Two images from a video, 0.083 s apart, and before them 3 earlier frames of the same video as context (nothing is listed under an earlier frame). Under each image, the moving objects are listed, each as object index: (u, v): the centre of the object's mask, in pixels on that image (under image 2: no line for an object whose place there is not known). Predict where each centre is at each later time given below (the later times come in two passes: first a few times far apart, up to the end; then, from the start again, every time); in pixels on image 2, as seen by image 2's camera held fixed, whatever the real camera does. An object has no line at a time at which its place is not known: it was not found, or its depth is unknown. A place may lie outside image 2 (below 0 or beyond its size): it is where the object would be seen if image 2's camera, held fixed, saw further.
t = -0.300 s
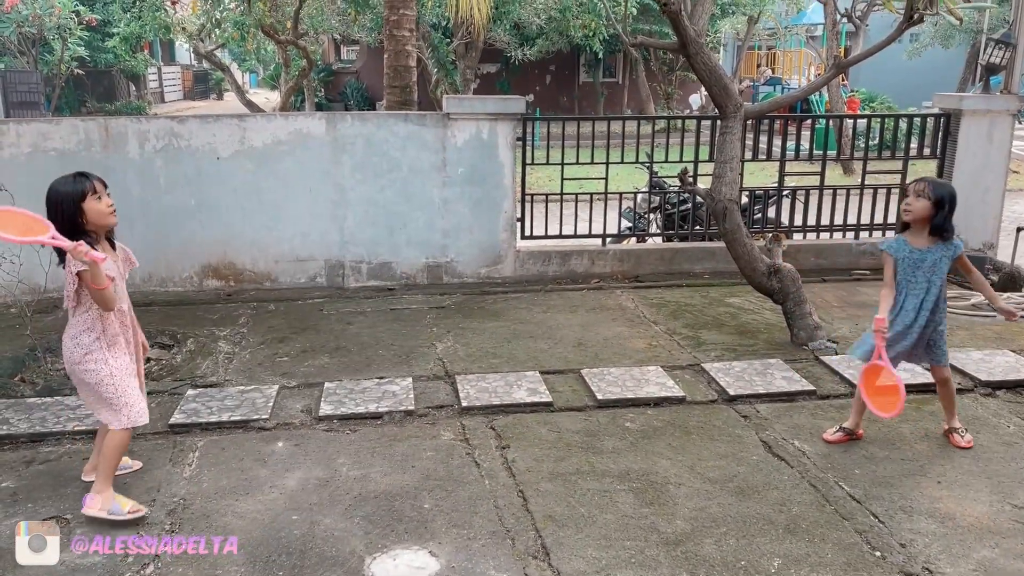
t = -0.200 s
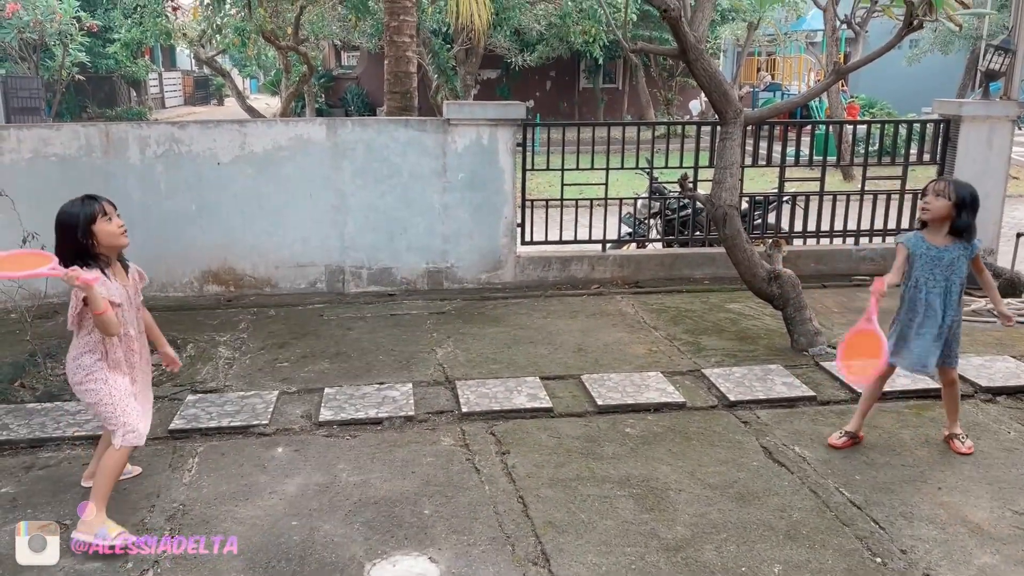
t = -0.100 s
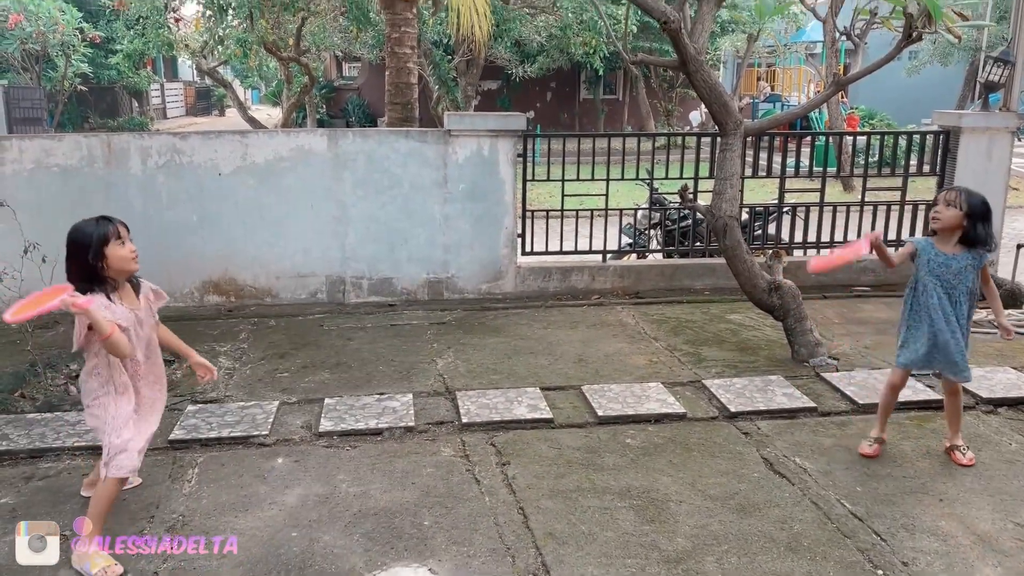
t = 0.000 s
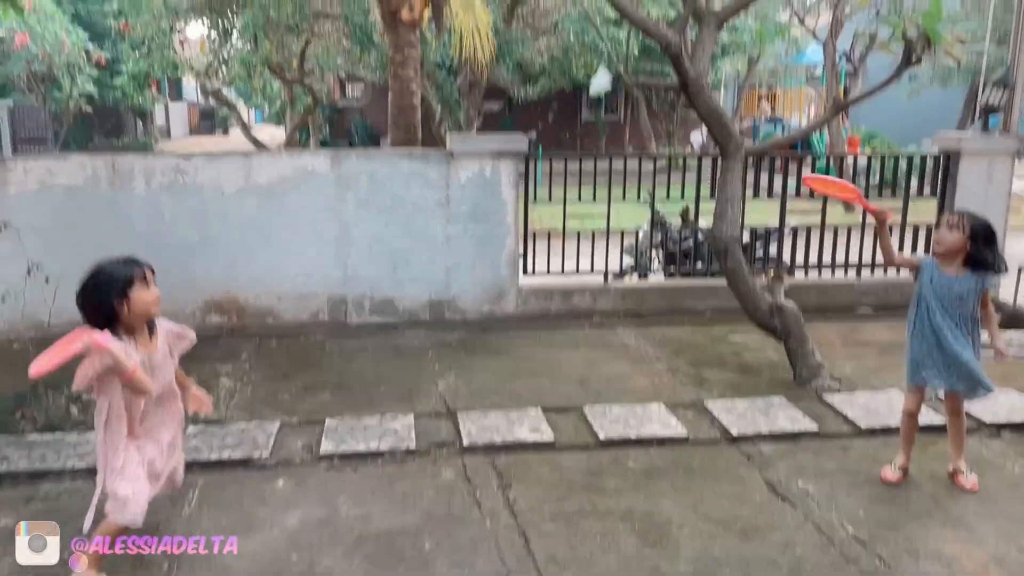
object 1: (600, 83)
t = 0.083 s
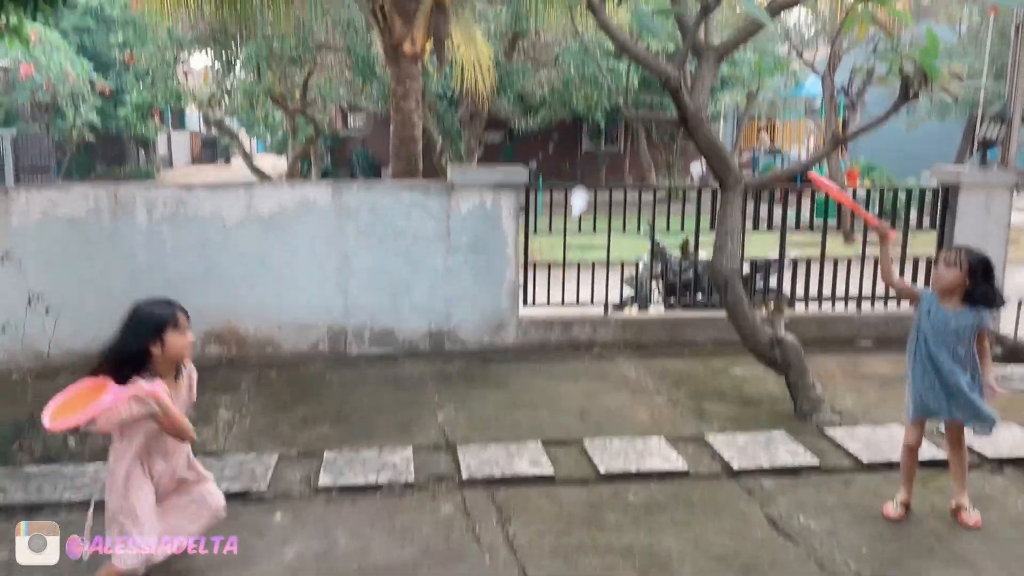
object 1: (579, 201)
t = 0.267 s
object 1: (546, 422)
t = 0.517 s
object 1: (554, 537)
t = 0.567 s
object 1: (568, 532)
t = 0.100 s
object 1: (574, 219)
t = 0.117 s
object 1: (571, 239)
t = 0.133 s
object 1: (566, 259)
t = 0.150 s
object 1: (562, 277)
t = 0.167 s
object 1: (560, 299)
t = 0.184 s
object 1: (556, 319)
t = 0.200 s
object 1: (554, 339)
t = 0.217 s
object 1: (552, 360)
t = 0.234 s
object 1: (549, 380)
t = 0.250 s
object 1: (548, 401)
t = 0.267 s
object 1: (546, 422)
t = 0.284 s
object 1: (545, 443)
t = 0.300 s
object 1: (545, 465)
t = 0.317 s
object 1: (543, 486)
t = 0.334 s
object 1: (541, 508)
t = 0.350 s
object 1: (540, 529)
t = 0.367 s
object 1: (539, 552)
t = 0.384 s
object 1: (539, 569)
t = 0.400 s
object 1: (543, 565)
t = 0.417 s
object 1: (545, 560)
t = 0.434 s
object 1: (548, 556)
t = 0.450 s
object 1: (550, 554)
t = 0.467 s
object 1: (549, 551)
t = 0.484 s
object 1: (549, 546)
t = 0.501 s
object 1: (551, 541)
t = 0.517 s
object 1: (554, 537)
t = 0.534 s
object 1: (558, 534)
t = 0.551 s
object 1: (562, 532)
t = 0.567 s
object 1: (568, 532)
